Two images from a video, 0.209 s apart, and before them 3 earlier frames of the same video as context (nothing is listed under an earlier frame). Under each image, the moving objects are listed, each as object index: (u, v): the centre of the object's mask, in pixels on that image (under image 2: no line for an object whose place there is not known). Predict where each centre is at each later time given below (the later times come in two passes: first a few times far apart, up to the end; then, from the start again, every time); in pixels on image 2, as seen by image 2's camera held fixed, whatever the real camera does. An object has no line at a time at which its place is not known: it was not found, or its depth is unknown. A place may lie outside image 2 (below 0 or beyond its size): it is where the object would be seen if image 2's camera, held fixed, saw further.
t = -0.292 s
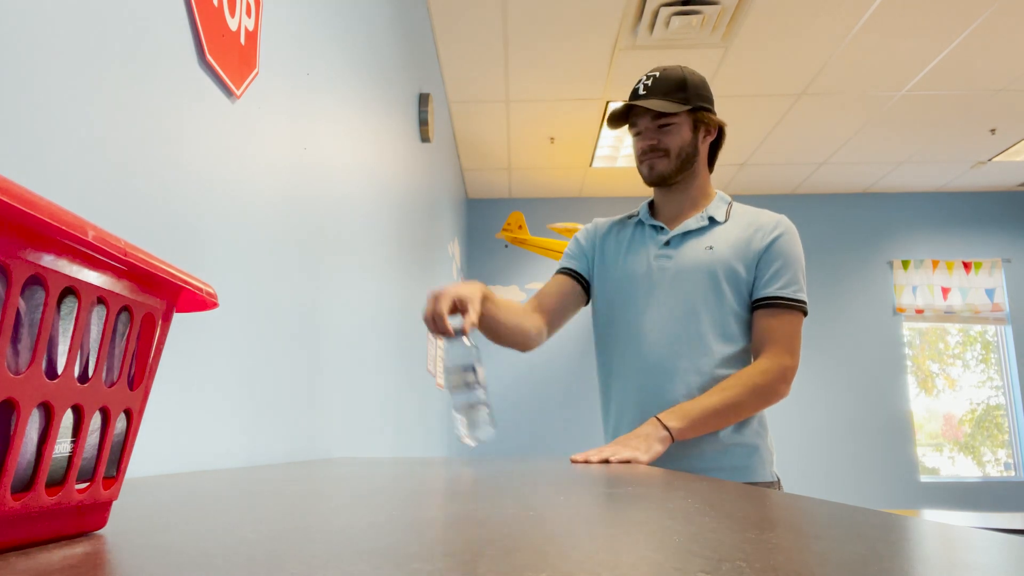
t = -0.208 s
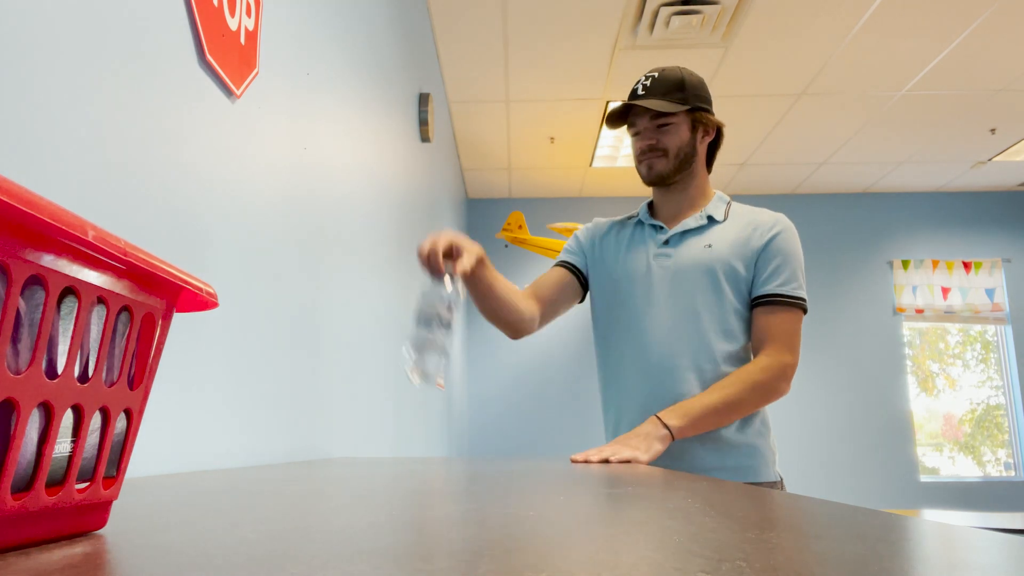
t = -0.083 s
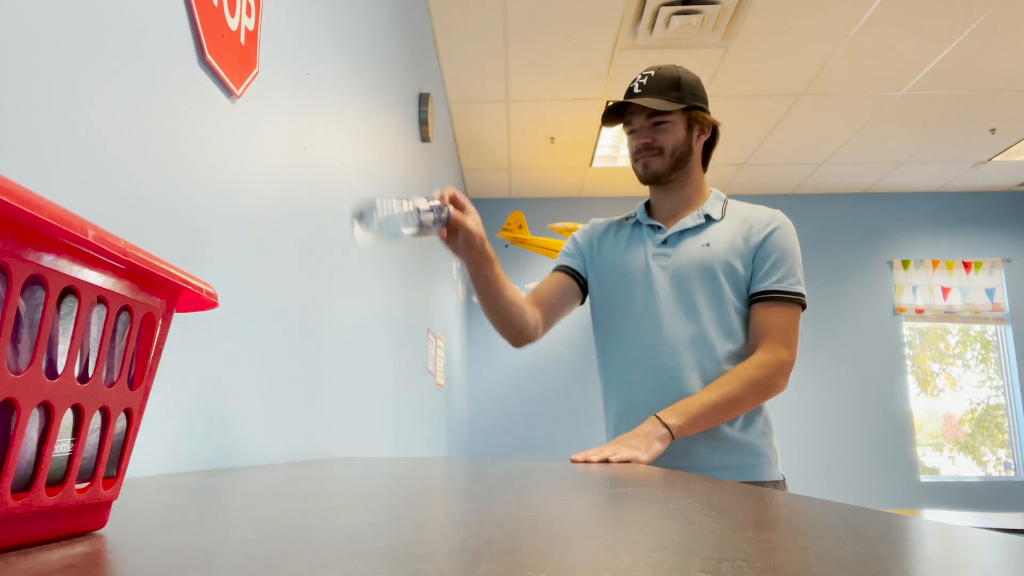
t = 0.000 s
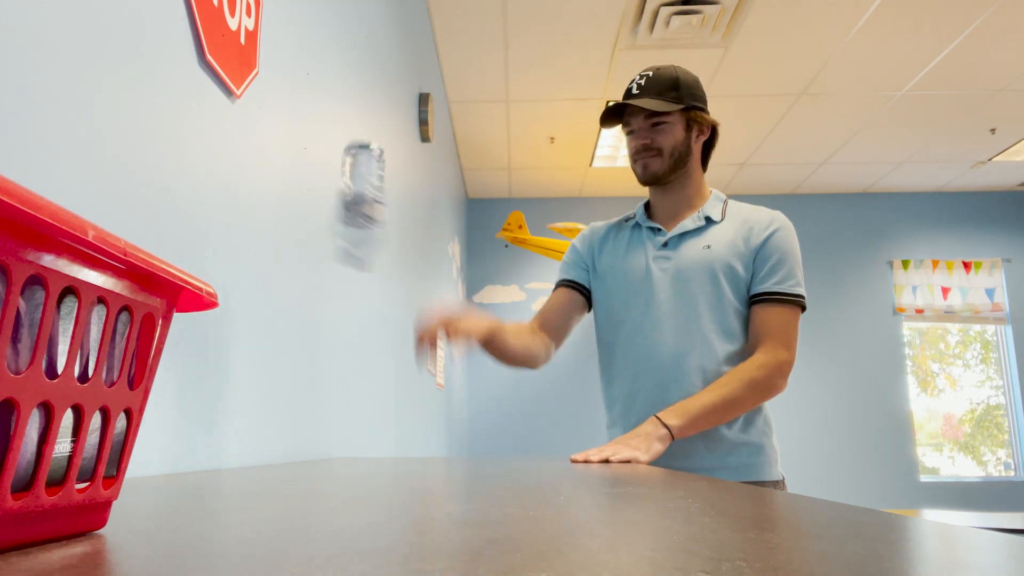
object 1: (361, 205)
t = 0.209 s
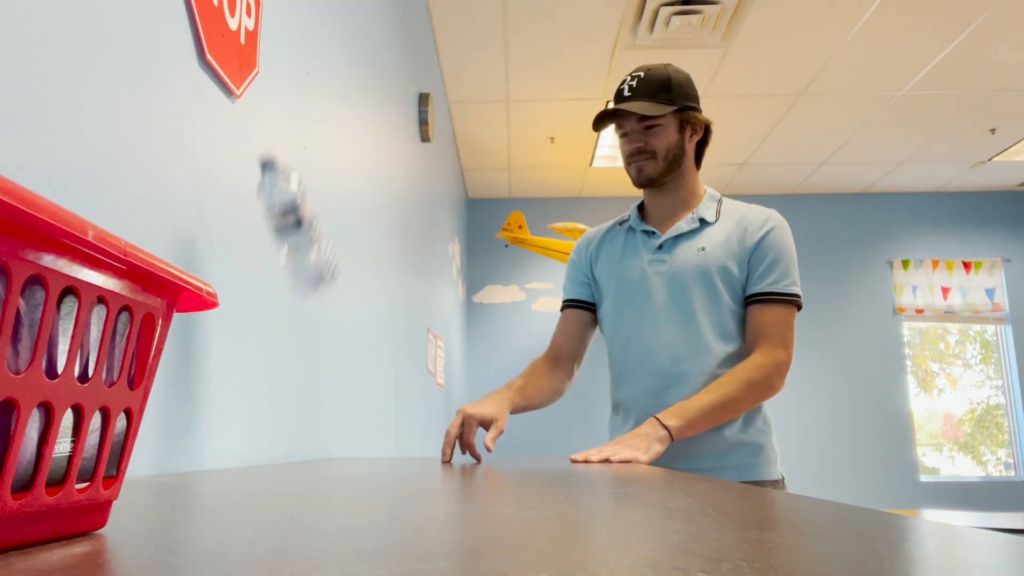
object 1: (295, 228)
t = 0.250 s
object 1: (283, 281)
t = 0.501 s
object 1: (233, 398)
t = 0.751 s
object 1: (265, 400)
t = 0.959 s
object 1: (264, 402)
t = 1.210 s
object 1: (264, 402)
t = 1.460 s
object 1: (264, 402)
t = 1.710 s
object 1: (264, 402)
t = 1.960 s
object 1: (264, 402)
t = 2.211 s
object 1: (264, 402)
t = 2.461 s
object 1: (264, 402)
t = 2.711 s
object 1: (264, 402)
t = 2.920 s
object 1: (264, 402)
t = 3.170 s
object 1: (264, 402)
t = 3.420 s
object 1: (264, 402)
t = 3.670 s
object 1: (264, 402)
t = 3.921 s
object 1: (264, 402)
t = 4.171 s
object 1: (264, 402)
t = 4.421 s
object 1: (264, 402)
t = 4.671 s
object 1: (264, 402)
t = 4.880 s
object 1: (264, 402)
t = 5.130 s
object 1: (264, 402)
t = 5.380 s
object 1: (264, 402)
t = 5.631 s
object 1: (264, 402)
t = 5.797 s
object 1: (264, 401)
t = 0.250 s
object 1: (283, 281)
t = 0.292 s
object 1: (270, 355)
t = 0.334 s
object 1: (259, 403)
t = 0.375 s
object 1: (249, 401)
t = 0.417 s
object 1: (241, 399)
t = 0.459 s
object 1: (235, 399)
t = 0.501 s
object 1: (233, 398)
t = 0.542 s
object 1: (233, 398)
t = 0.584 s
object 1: (233, 398)
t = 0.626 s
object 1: (237, 398)
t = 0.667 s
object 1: (246, 400)
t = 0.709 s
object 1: (259, 401)
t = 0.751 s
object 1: (265, 400)
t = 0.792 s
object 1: (262, 401)
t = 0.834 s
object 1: (264, 401)
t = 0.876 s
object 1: (264, 401)
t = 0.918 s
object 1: (264, 402)
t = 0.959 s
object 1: (264, 402)
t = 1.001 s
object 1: (264, 402)
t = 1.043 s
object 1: (264, 402)
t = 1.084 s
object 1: (264, 402)
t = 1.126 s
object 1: (264, 402)
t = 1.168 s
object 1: (264, 402)
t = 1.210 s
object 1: (264, 402)
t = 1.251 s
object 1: (264, 402)
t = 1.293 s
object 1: (264, 402)
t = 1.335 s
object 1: (264, 402)
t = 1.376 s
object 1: (264, 402)
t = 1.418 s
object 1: (264, 402)
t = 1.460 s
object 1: (264, 402)
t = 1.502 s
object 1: (264, 402)
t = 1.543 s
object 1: (264, 402)
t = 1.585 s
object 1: (264, 402)
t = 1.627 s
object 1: (264, 402)
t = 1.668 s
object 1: (264, 402)
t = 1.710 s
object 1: (264, 402)
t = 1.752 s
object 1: (264, 402)
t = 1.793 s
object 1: (264, 402)
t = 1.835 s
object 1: (264, 402)
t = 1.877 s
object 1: (264, 402)
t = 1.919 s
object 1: (264, 402)
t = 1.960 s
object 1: (264, 402)
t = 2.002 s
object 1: (264, 402)
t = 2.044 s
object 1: (264, 402)
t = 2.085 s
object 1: (264, 402)
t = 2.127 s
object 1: (264, 402)
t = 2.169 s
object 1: (264, 402)
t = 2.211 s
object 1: (264, 402)
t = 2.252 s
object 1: (264, 402)
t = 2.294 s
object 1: (264, 402)
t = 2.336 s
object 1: (264, 401)
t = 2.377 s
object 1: (264, 401)
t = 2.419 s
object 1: (264, 402)
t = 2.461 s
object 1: (264, 402)
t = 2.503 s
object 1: (264, 402)
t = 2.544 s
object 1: (264, 402)
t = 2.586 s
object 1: (264, 402)
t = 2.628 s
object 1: (264, 402)
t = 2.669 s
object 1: (264, 402)
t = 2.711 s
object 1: (264, 402)
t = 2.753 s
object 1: (264, 402)
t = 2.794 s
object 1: (264, 402)
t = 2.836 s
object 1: (264, 402)
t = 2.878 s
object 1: (264, 402)
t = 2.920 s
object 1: (264, 402)
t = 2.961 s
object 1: (264, 402)
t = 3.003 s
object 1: (264, 402)
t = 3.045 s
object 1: (264, 402)
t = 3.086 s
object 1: (264, 402)
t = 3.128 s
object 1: (264, 402)
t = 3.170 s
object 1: (264, 402)
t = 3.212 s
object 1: (264, 402)
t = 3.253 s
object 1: (264, 402)
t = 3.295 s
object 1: (264, 402)
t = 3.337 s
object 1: (264, 402)
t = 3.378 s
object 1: (264, 402)
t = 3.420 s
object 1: (264, 402)
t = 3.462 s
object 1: (264, 402)
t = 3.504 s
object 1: (264, 402)
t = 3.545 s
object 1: (264, 402)
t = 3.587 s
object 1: (264, 402)
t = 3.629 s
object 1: (264, 402)
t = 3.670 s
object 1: (264, 402)
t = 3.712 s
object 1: (264, 402)
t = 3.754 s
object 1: (264, 402)
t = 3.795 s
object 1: (264, 402)
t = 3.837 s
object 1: (264, 402)
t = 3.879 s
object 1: (264, 402)
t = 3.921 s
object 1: (264, 402)
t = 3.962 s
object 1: (264, 402)
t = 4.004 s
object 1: (264, 402)
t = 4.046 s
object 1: (264, 402)
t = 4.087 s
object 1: (264, 402)
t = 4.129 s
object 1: (264, 402)
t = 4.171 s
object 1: (264, 402)
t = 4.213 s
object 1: (264, 402)
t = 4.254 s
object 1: (264, 402)
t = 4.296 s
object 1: (264, 402)
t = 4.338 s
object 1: (264, 402)
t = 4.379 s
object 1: (264, 402)
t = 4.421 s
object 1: (264, 402)
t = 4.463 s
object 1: (264, 402)
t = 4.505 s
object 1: (264, 402)
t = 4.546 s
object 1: (264, 402)
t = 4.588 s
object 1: (264, 402)
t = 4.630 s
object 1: (264, 402)
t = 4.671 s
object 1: (264, 402)
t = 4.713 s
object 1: (264, 402)
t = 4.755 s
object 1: (264, 402)
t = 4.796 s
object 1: (264, 402)
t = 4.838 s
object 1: (264, 402)
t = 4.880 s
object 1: (264, 402)
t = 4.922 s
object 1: (264, 401)
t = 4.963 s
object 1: (264, 402)
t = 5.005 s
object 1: (264, 402)
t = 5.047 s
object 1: (264, 402)
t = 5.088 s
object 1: (264, 402)
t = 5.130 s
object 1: (264, 402)
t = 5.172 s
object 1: (264, 402)
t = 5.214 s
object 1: (264, 402)
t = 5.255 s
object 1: (264, 402)
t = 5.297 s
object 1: (264, 402)
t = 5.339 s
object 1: (264, 402)
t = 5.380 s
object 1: (264, 402)
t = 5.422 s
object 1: (264, 402)
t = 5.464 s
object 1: (264, 402)
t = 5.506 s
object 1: (264, 402)
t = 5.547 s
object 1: (264, 402)
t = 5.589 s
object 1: (264, 402)
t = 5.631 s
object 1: (264, 402)
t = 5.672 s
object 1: (264, 401)
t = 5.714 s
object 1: (264, 401)
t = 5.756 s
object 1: (264, 401)
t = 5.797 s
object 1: (264, 401)
